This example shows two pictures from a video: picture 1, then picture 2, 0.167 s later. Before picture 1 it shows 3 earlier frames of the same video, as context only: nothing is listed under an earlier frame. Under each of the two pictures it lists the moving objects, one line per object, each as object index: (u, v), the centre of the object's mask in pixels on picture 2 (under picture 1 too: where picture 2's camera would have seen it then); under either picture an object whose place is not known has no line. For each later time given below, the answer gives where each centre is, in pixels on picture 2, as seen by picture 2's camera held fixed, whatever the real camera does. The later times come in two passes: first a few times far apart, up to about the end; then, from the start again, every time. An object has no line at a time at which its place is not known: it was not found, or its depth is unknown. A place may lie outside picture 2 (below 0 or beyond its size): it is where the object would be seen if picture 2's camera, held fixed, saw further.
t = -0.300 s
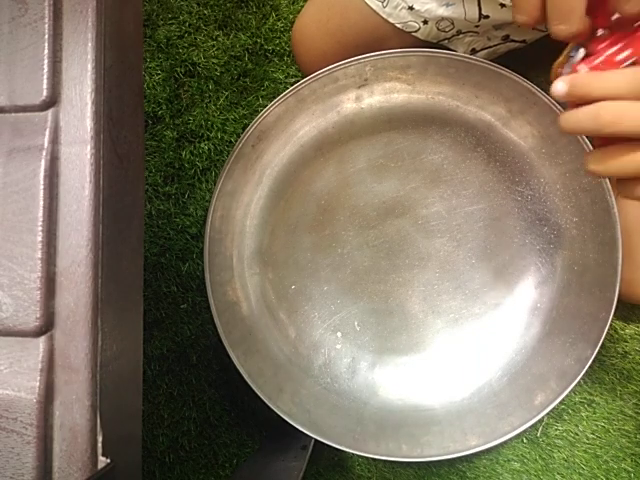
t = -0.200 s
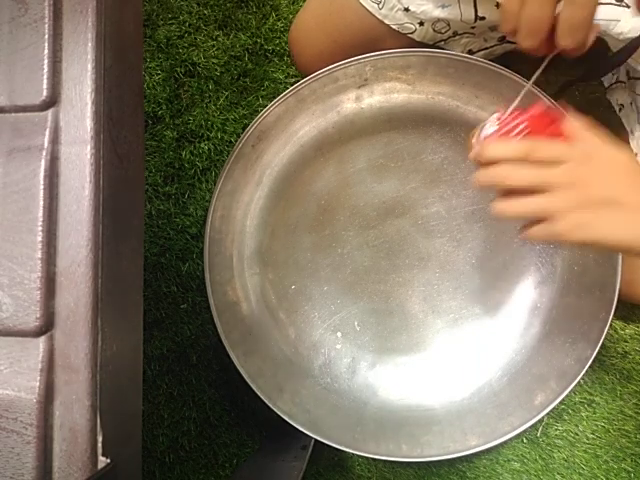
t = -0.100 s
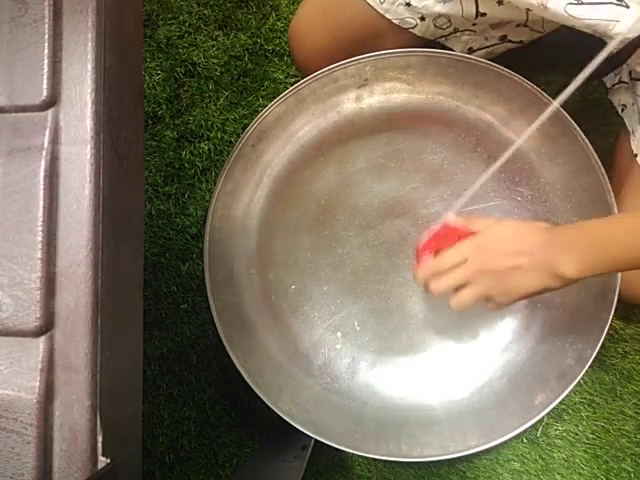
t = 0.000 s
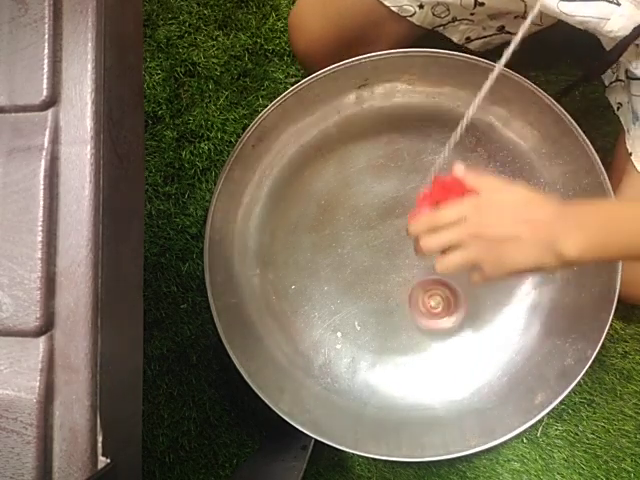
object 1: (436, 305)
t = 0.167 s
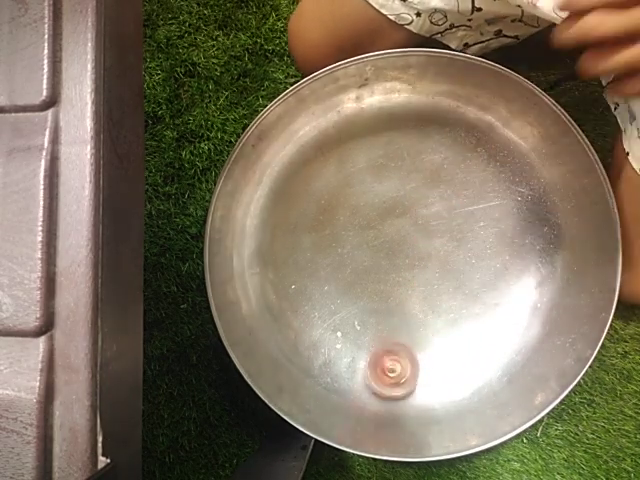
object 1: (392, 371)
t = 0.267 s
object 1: (387, 373)
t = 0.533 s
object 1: (393, 316)
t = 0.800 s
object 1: (332, 293)
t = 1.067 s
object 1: (335, 289)
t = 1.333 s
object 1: (347, 246)
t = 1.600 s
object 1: (352, 196)
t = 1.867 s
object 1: (355, 191)
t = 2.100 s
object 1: (384, 192)
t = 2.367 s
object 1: (434, 185)
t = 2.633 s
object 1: (443, 192)
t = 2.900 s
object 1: (451, 214)
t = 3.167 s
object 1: (460, 243)
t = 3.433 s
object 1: (466, 267)
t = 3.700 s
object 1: (463, 269)
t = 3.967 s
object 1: (443, 265)
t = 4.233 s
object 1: (402, 261)
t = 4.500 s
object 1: (370, 280)
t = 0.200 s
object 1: (387, 376)
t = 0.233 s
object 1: (386, 376)
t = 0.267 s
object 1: (387, 373)
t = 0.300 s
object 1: (389, 366)
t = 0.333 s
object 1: (393, 360)
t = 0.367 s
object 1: (398, 351)
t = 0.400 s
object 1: (402, 343)
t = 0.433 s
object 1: (403, 336)
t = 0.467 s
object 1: (402, 330)
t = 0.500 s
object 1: (398, 323)
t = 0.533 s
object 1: (393, 316)
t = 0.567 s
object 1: (386, 309)
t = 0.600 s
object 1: (377, 305)
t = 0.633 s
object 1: (368, 302)
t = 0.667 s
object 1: (359, 299)
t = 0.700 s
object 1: (352, 297)
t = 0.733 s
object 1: (344, 295)
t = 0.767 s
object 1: (337, 294)
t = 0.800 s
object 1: (332, 293)
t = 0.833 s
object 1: (329, 293)
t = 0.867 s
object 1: (328, 294)
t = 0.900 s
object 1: (327, 293)
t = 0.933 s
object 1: (328, 293)
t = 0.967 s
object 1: (329, 293)
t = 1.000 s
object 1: (331, 292)
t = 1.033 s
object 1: (333, 291)
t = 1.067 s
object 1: (335, 289)
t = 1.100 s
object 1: (337, 287)
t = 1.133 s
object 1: (339, 283)
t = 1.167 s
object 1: (342, 279)
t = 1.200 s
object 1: (343, 273)
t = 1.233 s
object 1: (344, 266)
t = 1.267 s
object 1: (346, 260)
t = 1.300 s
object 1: (346, 253)
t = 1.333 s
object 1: (347, 246)
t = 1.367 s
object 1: (348, 239)
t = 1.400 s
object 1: (349, 233)
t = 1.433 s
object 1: (350, 226)
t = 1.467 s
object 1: (351, 220)
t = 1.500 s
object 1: (351, 215)
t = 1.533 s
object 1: (352, 207)
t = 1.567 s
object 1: (353, 201)
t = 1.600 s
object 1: (352, 196)
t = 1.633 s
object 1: (352, 191)
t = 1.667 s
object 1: (352, 188)
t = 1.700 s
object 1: (352, 187)
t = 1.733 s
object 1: (352, 187)
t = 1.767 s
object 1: (353, 187)
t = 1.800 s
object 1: (353, 188)
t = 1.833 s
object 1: (354, 190)
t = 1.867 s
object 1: (355, 191)
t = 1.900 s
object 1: (358, 192)
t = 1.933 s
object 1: (360, 192)
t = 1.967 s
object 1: (364, 192)
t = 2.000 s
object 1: (368, 193)
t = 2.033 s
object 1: (372, 192)
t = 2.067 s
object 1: (377, 193)
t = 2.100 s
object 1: (384, 192)
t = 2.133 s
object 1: (389, 191)
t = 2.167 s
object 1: (395, 190)
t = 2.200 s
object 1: (403, 189)
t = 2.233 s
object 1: (410, 187)
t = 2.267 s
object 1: (418, 186)
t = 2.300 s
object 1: (423, 186)
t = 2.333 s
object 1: (428, 185)
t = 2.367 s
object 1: (434, 185)
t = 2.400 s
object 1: (436, 186)
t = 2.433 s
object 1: (439, 187)
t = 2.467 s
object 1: (440, 188)
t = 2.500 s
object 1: (441, 188)
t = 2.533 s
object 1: (442, 189)
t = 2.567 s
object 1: (442, 190)
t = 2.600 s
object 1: (442, 191)
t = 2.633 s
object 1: (443, 192)
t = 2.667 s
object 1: (443, 194)
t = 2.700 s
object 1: (443, 196)
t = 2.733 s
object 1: (443, 197)
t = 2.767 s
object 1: (444, 200)
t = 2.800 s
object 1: (446, 203)
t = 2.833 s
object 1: (448, 205)
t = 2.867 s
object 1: (450, 209)
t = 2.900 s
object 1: (451, 214)
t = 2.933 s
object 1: (453, 219)
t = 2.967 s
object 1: (454, 223)
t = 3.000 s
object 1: (456, 228)
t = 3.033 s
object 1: (457, 231)
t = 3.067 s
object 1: (459, 235)
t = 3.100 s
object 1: (460, 238)
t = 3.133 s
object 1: (461, 240)
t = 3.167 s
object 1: (460, 243)
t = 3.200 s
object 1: (460, 247)
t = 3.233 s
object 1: (461, 252)
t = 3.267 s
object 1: (460, 254)
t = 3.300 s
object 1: (461, 258)
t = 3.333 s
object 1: (462, 260)
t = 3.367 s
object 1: (464, 263)
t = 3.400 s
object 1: (465, 264)
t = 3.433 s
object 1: (466, 267)
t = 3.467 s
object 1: (466, 267)
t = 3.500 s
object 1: (466, 267)
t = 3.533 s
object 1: (466, 267)
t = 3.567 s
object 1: (466, 267)
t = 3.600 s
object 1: (465, 268)
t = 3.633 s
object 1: (464, 268)
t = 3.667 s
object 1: (464, 269)
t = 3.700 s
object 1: (463, 269)
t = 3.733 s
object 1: (461, 269)
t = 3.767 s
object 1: (460, 269)
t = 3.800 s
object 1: (457, 268)
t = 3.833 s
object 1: (454, 267)
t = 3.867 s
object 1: (452, 267)
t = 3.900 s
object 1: (449, 266)
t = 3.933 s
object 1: (447, 266)
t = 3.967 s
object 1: (443, 265)
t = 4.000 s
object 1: (438, 265)
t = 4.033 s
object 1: (434, 264)
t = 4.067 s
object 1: (429, 263)
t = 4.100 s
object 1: (425, 262)
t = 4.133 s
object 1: (420, 261)
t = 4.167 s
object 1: (415, 261)
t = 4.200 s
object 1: (409, 261)
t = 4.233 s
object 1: (402, 261)
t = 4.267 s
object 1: (396, 262)
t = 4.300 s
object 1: (390, 265)
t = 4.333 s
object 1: (385, 265)
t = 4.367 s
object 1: (379, 267)
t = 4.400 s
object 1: (376, 270)
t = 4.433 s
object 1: (373, 272)
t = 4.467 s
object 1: (371, 275)
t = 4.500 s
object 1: (370, 280)
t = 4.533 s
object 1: (371, 283)
